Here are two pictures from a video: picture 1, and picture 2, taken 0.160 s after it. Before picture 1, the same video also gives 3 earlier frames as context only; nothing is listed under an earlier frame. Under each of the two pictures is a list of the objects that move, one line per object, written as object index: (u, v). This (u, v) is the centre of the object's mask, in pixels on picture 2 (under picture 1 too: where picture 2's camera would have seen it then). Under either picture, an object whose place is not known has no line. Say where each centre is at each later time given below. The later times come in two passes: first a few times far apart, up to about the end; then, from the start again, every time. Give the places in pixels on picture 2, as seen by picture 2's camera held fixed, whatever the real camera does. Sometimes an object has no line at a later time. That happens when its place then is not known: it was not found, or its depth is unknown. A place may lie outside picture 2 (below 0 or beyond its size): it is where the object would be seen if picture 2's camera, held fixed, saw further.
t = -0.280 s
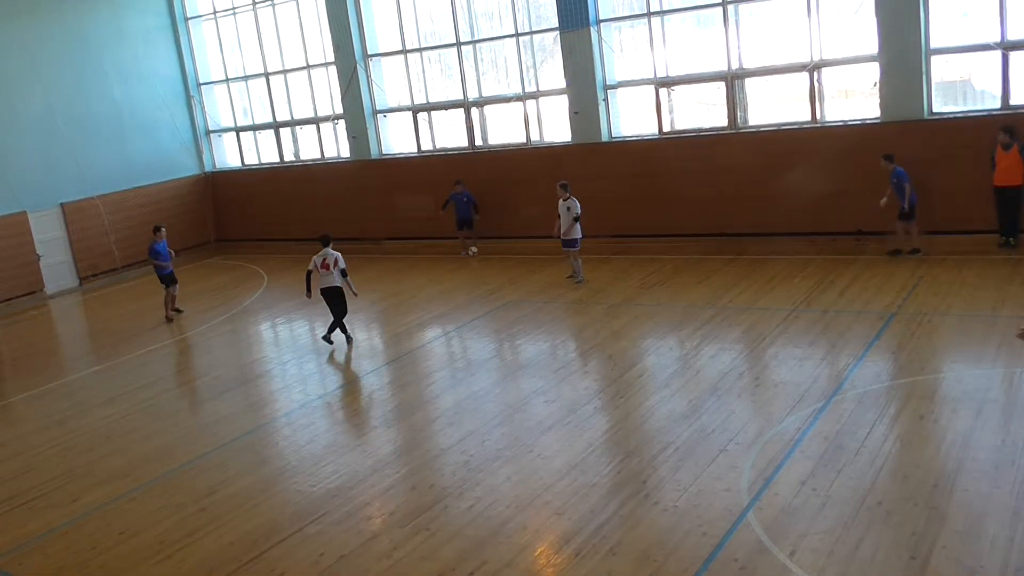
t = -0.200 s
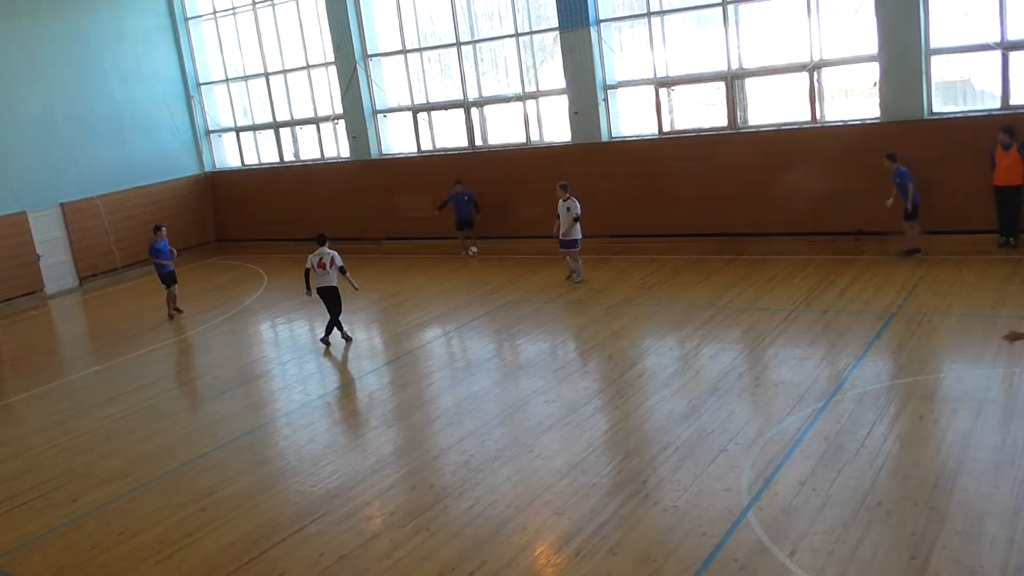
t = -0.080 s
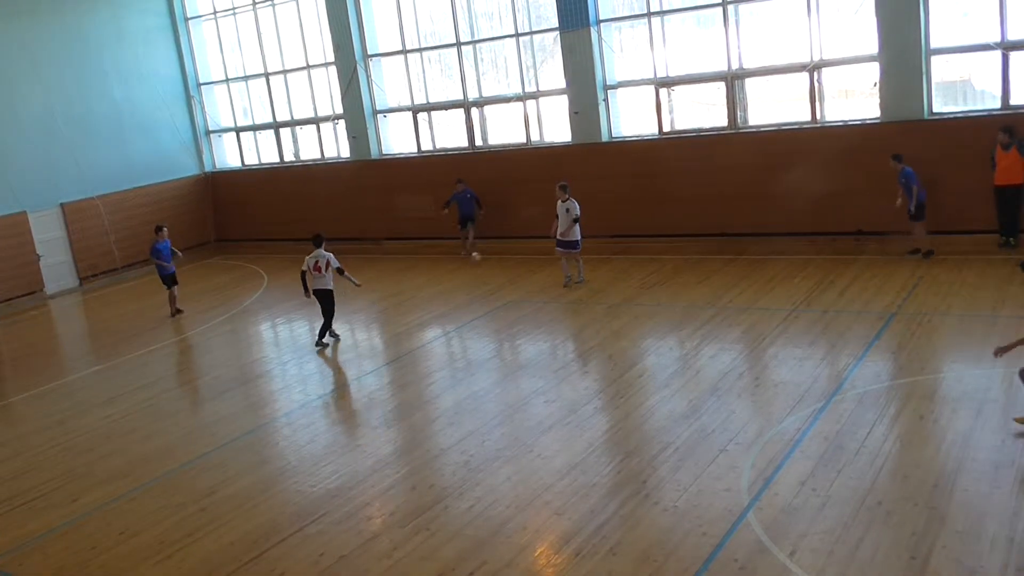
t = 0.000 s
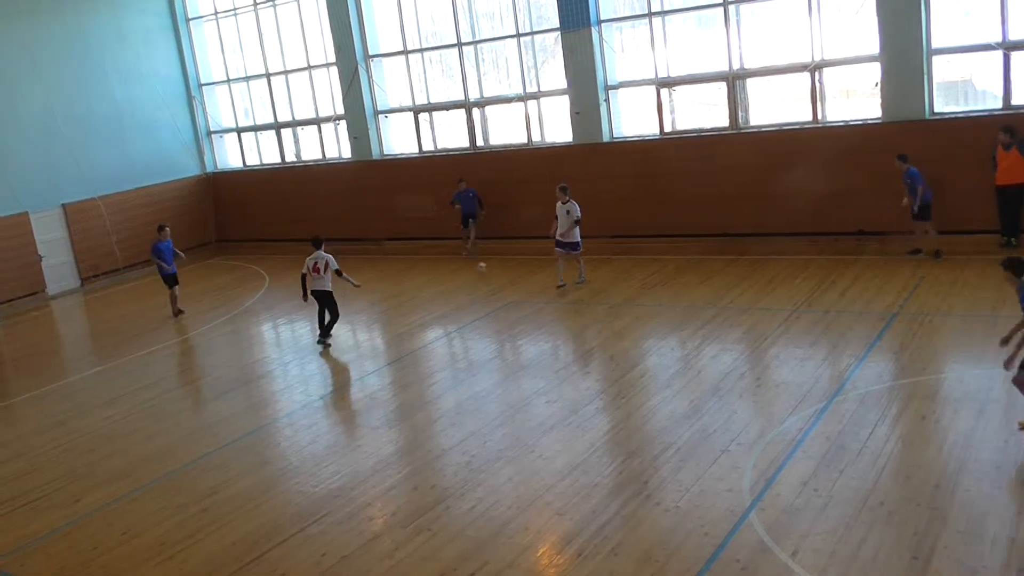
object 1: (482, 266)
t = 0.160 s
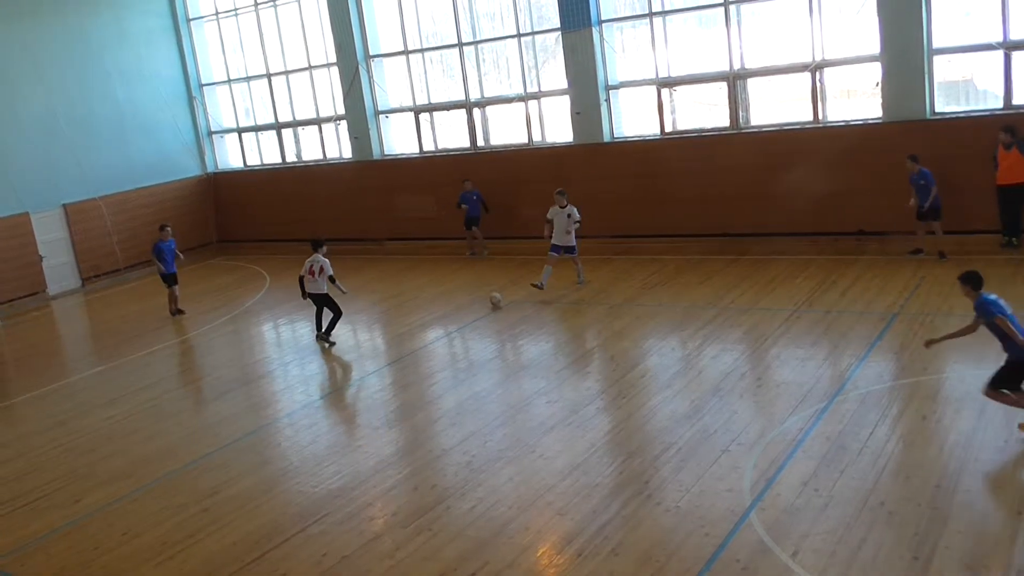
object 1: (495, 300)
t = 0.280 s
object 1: (506, 325)
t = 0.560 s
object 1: (543, 387)
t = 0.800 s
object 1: (588, 460)
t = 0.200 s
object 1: (499, 306)
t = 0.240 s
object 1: (503, 317)
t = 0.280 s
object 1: (506, 325)
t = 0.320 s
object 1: (511, 332)
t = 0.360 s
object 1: (515, 340)
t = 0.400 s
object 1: (520, 348)
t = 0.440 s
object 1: (524, 354)
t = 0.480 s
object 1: (531, 366)
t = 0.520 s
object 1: (537, 377)
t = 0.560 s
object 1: (543, 387)
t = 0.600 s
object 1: (549, 398)
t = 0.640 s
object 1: (556, 409)
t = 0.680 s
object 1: (563, 422)
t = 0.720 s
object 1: (572, 434)
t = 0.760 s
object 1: (580, 447)
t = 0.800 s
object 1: (588, 460)
